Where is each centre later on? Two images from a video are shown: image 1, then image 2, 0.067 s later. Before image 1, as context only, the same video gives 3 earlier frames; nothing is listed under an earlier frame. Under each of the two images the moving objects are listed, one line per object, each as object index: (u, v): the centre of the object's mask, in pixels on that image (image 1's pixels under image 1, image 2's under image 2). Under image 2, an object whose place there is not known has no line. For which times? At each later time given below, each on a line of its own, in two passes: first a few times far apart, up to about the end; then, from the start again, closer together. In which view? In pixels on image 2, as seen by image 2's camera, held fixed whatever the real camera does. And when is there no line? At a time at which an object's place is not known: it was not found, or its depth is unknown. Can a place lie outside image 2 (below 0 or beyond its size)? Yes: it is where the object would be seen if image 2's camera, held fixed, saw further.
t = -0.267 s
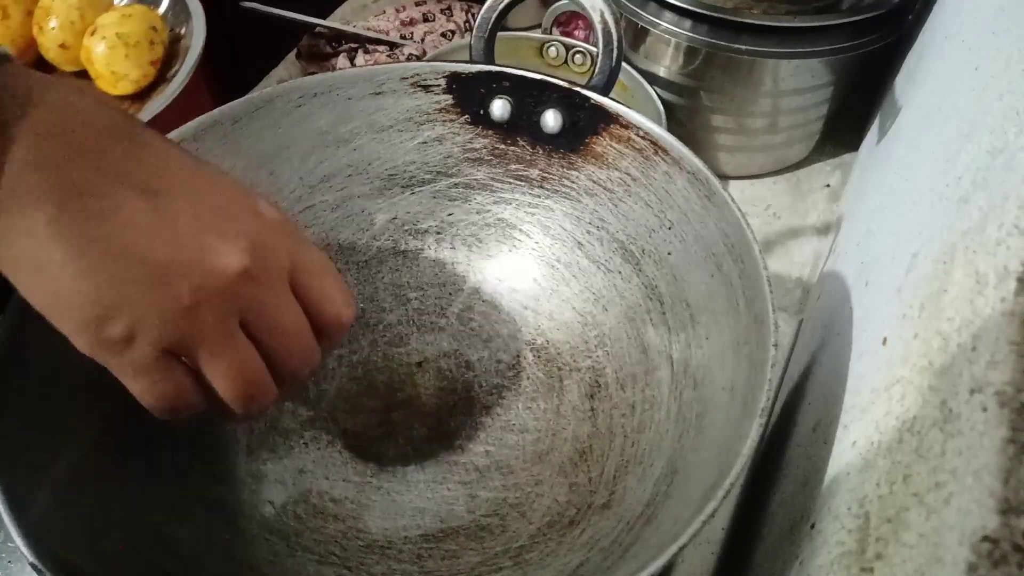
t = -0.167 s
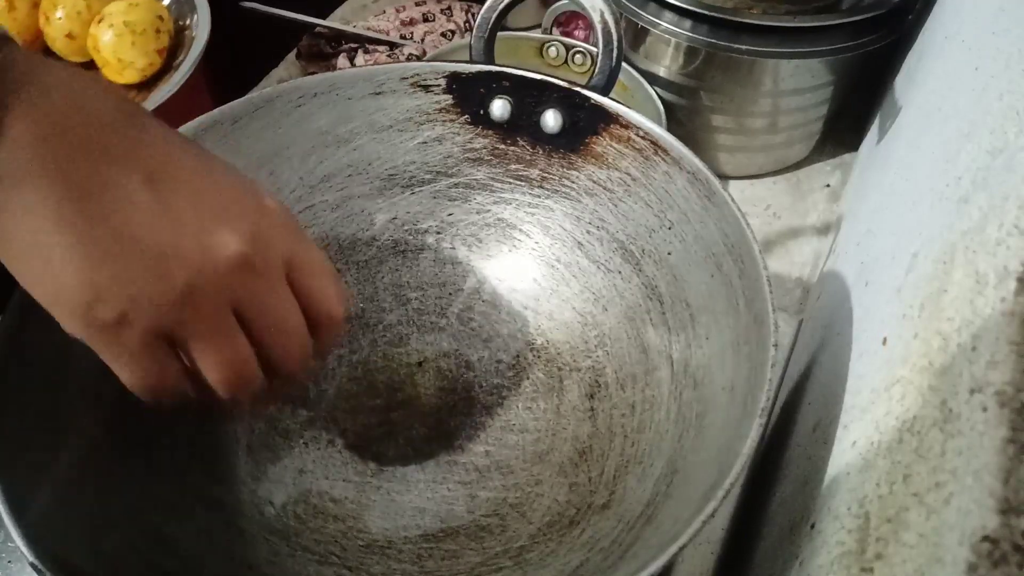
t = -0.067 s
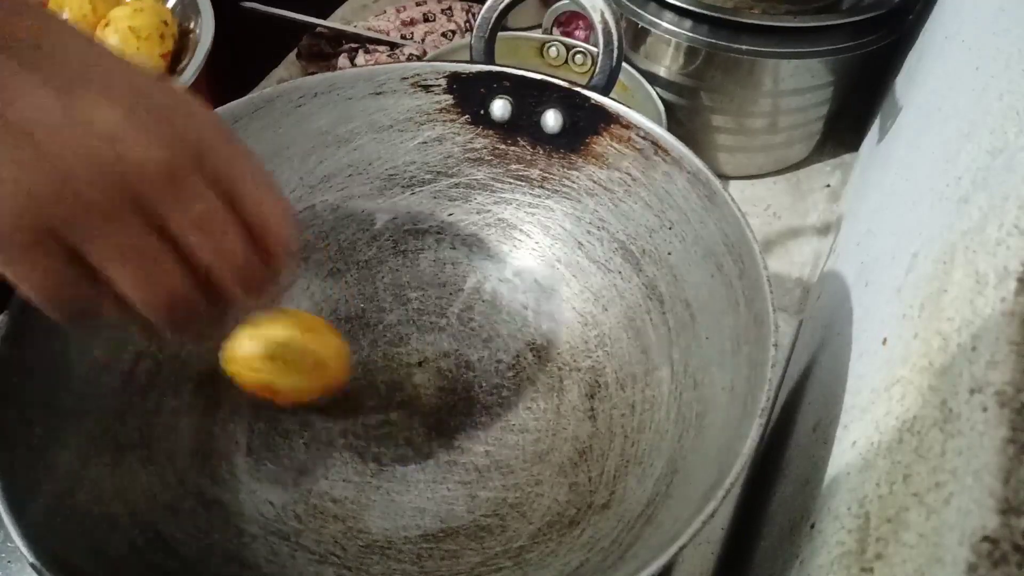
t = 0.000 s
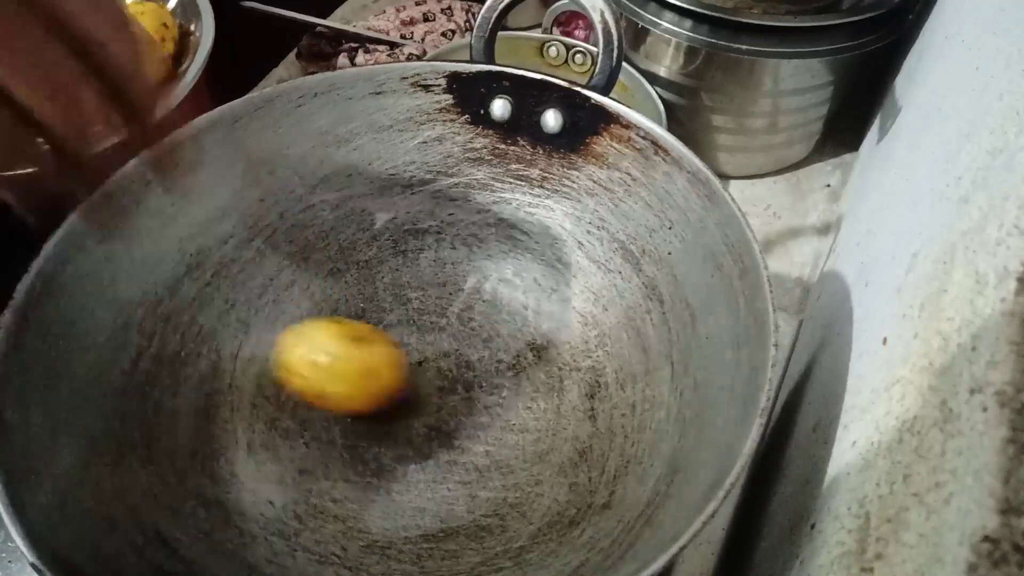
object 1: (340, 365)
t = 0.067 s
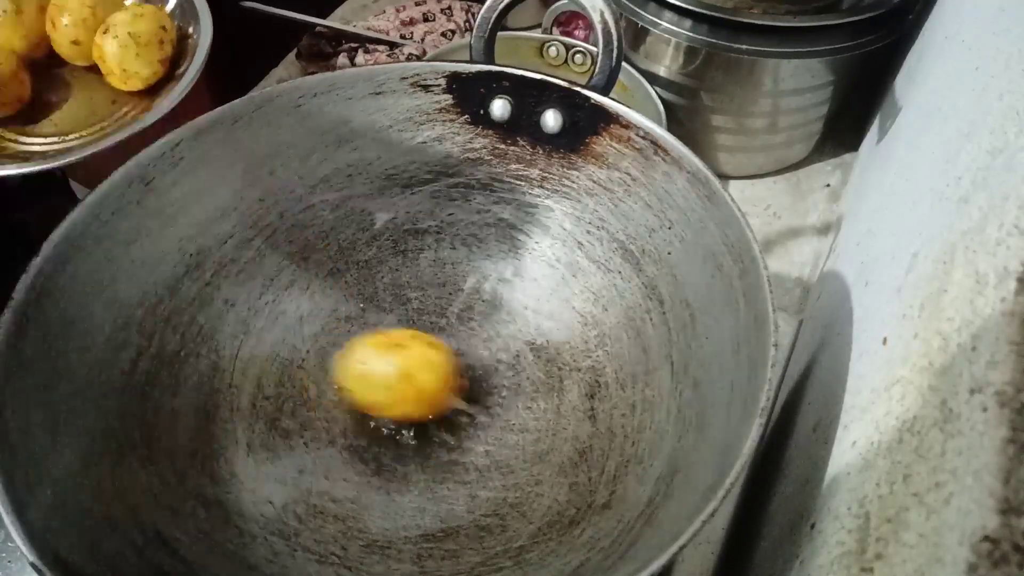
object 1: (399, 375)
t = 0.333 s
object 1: (427, 384)
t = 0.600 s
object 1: (416, 401)
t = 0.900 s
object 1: (425, 397)
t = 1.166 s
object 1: (424, 398)
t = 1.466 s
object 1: (423, 398)
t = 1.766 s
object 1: (423, 398)
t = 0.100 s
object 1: (422, 378)
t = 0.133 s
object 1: (441, 380)
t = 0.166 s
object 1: (451, 381)
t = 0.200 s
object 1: (454, 382)
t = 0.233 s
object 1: (449, 382)
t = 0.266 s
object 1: (441, 382)
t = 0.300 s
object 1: (432, 382)
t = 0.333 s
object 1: (427, 384)
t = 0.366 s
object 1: (425, 389)
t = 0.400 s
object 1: (426, 395)
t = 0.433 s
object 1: (426, 401)
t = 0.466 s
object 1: (426, 405)
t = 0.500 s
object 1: (423, 406)
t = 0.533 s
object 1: (419, 405)
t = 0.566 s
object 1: (417, 403)
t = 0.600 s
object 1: (416, 401)
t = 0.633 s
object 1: (418, 400)
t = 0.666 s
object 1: (421, 400)
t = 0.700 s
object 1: (424, 400)
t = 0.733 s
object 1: (425, 399)
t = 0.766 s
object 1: (425, 397)
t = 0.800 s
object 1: (424, 396)
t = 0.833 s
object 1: (424, 395)
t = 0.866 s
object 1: (424, 396)
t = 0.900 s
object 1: (425, 397)
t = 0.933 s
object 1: (425, 398)
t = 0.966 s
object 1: (424, 399)
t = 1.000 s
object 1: (423, 398)
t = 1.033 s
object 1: (422, 398)
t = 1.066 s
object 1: (423, 398)
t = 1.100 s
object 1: (423, 398)
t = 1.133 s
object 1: (424, 398)
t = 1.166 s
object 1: (424, 398)
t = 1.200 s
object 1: (424, 398)
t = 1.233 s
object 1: (424, 397)
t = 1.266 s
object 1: (424, 397)
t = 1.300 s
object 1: (424, 398)
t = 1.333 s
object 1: (424, 398)
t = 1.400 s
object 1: (424, 398)
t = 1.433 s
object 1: (423, 398)
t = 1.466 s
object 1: (423, 398)
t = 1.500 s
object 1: (423, 398)
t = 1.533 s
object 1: (423, 398)
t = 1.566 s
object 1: (424, 398)
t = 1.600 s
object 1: (424, 398)
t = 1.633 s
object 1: (423, 398)
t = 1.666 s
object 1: (423, 397)
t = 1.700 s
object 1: (423, 397)
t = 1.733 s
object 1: (423, 398)
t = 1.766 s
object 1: (423, 398)
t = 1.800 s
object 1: (423, 398)
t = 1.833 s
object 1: (423, 398)
